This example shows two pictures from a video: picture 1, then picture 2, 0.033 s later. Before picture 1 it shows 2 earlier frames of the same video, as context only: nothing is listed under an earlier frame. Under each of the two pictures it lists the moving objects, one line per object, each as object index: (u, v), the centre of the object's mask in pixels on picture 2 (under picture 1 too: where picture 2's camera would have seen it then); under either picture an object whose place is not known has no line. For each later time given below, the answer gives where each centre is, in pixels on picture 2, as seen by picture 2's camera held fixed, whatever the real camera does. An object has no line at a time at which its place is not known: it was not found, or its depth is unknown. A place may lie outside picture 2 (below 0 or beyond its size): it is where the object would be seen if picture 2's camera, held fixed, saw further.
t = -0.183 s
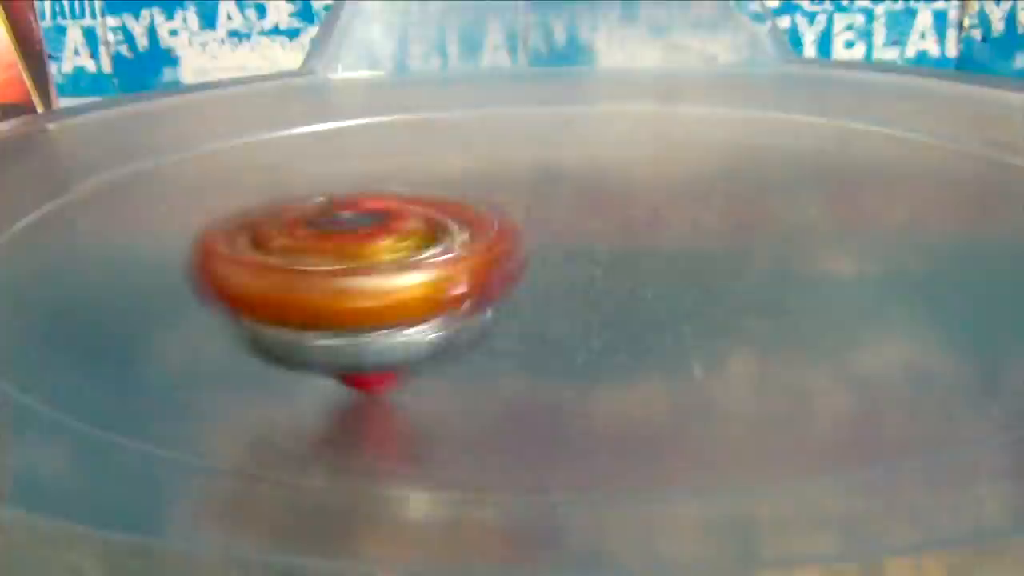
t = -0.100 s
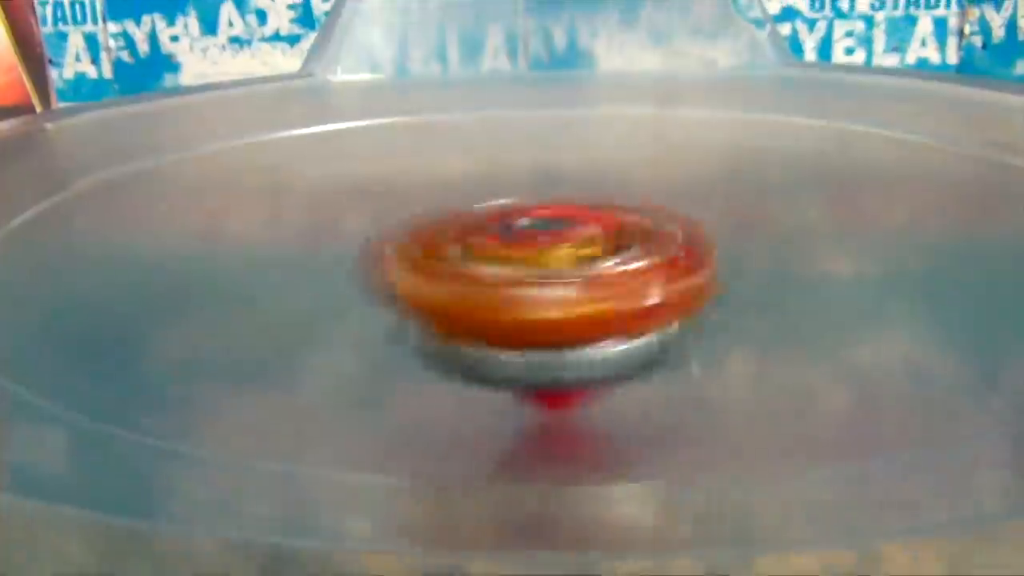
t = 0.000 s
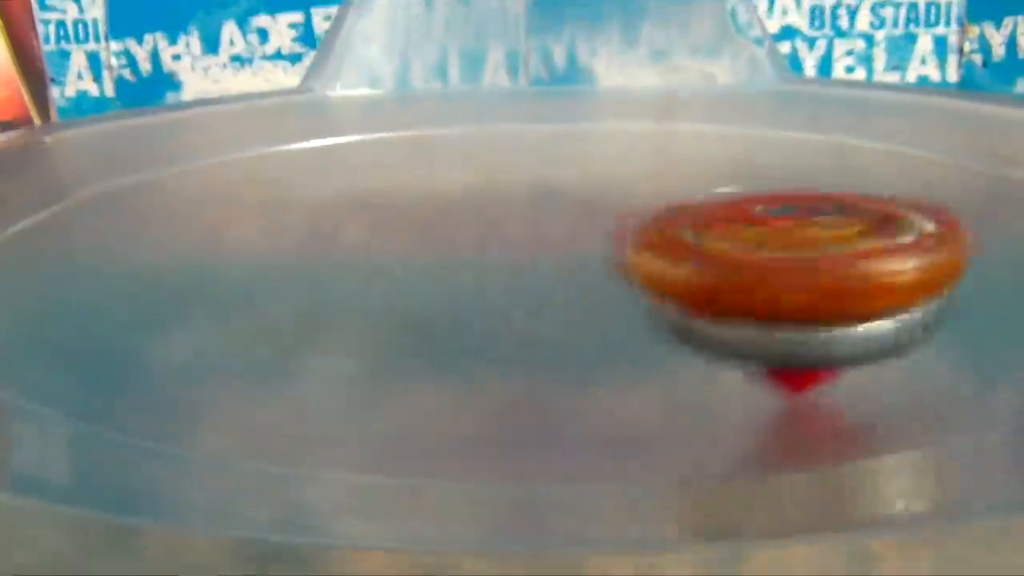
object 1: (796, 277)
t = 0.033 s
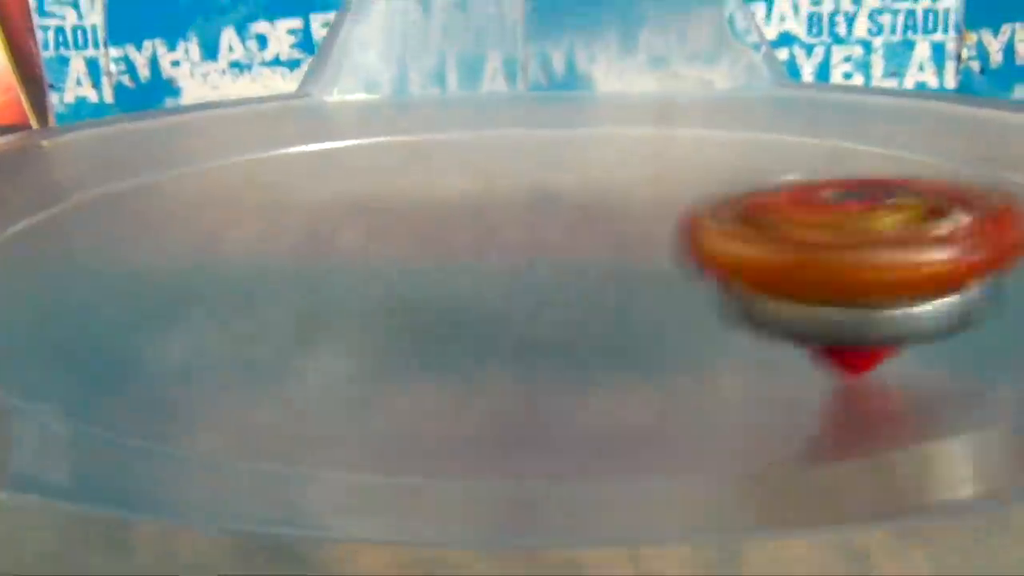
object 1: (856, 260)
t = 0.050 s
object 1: (874, 253)
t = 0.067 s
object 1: (890, 245)
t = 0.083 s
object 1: (901, 239)
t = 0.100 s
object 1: (909, 231)
